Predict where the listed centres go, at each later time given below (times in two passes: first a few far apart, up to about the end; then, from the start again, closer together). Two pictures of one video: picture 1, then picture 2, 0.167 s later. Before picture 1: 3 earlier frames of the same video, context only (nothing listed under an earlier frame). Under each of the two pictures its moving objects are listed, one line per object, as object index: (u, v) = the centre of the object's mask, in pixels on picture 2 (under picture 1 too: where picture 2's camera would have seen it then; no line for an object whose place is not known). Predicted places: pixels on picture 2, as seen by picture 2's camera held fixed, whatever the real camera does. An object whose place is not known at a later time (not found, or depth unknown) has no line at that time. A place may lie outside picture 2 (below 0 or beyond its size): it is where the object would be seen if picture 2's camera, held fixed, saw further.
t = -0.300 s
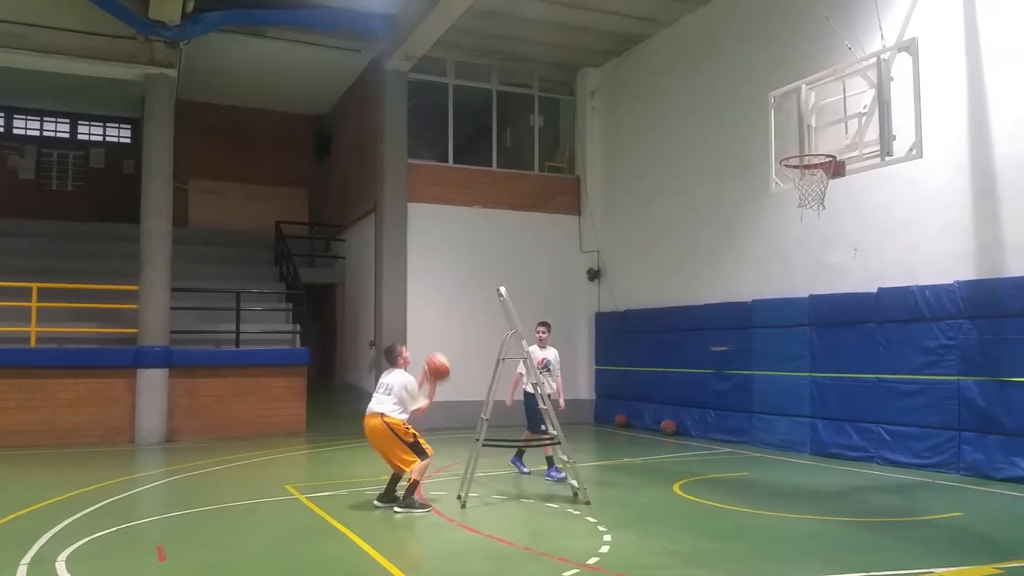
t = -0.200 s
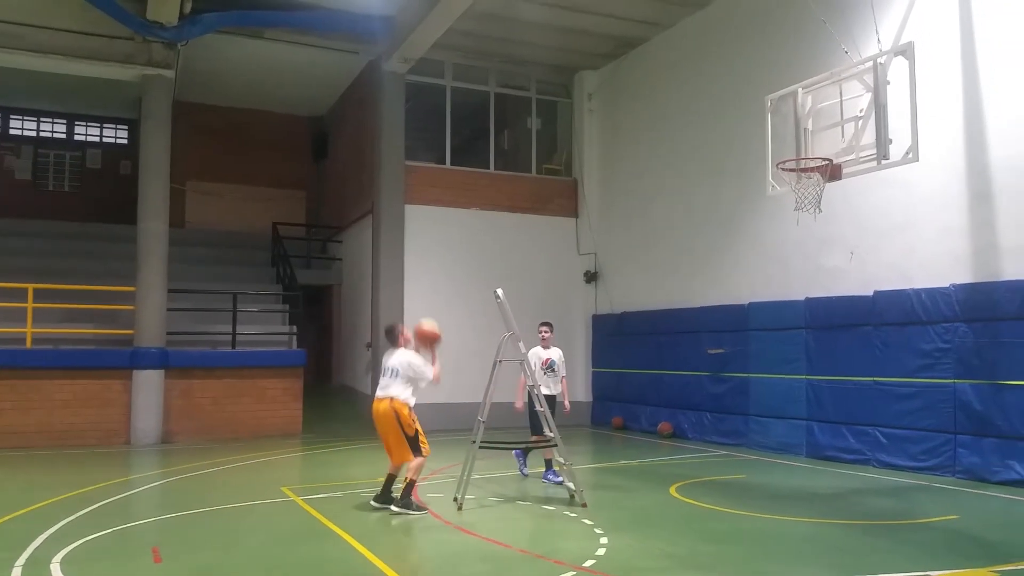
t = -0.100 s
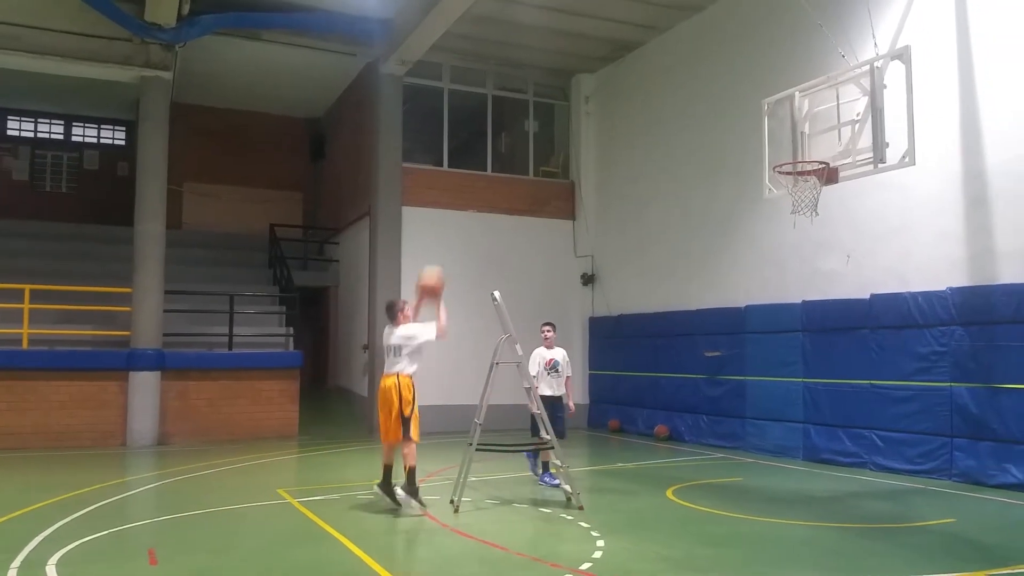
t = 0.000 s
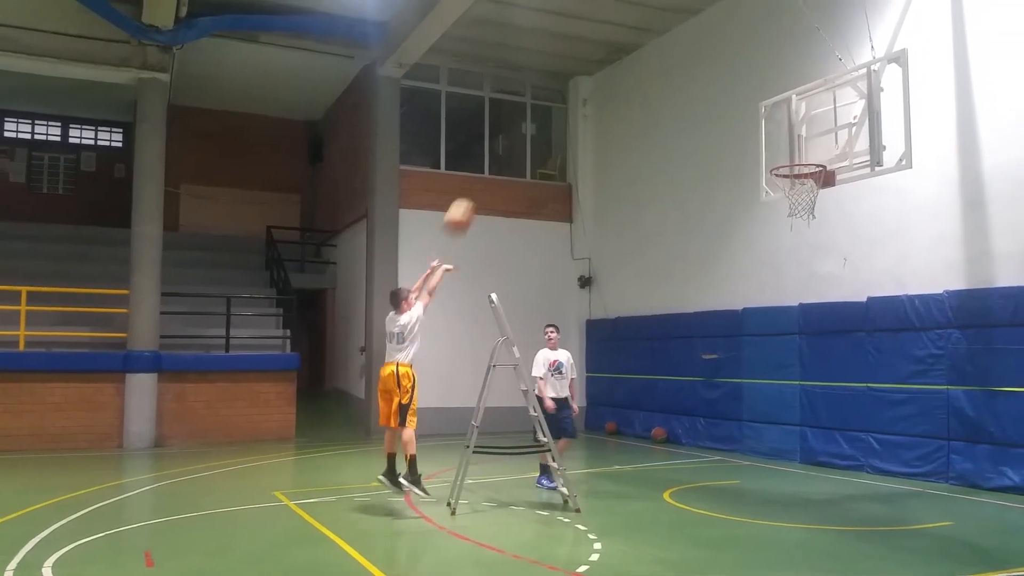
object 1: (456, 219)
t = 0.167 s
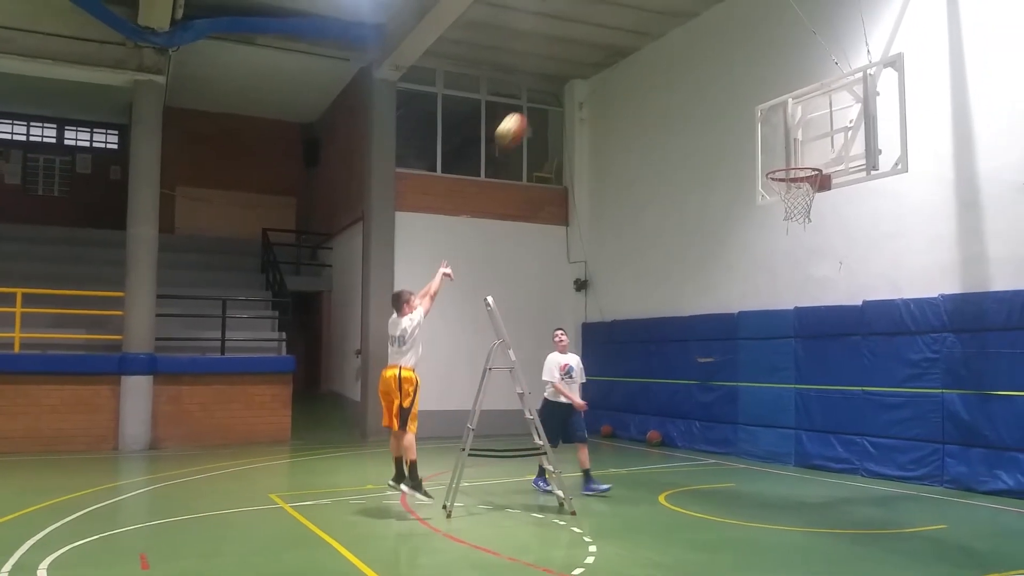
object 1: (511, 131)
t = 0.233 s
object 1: (534, 103)
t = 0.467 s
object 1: (609, 47)
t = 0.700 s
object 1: (679, 49)
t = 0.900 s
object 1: (740, 93)
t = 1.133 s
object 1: (808, 199)
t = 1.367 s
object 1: (836, 276)
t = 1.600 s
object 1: (863, 409)
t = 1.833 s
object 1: (865, 418)
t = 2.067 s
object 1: (845, 332)
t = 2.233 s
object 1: (830, 305)
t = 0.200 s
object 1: (523, 117)
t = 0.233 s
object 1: (534, 103)
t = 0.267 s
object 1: (545, 91)
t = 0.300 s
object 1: (556, 81)
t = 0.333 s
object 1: (567, 72)
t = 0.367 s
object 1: (577, 65)
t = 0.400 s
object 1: (587, 57)
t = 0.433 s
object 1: (598, 52)
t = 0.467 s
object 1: (609, 47)
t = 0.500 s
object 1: (619, 44)
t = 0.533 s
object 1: (627, 41)
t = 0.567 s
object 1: (638, 40)
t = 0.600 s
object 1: (648, 41)
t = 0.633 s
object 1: (658, 42)
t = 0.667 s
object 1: (669, 44)
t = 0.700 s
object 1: (679, 49)
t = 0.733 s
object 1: (690, 53)
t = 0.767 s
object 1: (700, 58)
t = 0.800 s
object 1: (711, 65)
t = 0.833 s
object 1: (722, 73)
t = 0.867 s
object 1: (731, 83)
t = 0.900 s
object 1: (740, 93)
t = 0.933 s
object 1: (751, 105)
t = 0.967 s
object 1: (760, 117)
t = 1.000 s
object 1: (770, 132)
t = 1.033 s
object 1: (779, 147)
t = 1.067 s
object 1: (789, 162)
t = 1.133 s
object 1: (808, 199)
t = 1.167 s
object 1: (815, 209)
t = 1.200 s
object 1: (818, 217)
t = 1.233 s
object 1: (821, 226)
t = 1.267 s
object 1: (825, 237)
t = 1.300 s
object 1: (828, 248)
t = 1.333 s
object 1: (832, 262)
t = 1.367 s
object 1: (836, 276)
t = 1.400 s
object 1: (839, 290)
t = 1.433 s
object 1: (844, 309)
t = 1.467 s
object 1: (847, 325)
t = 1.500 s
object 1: (852, 343)
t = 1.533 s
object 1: (855, 364)
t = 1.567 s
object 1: (860, 387)
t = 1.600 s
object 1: (863, 409)
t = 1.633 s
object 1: (868, 432)
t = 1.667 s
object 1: (872, 457)
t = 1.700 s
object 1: (877, 484)
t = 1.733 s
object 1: (875, 472)
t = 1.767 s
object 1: (872, 453)
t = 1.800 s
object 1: (868, 434)
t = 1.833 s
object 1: (865, 418)
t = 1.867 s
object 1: (863, 403)
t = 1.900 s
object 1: (859, 388)
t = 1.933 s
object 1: (856, 374)
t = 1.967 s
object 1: (854, 362)
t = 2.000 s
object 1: (851, 350)
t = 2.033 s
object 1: (848, 341)
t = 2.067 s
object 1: (845, 332)
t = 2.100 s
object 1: (842, 324)
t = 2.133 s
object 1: (839, 318)
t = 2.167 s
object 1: (836, 312)
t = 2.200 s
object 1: (833, 308)
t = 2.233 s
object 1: (830, 305)
